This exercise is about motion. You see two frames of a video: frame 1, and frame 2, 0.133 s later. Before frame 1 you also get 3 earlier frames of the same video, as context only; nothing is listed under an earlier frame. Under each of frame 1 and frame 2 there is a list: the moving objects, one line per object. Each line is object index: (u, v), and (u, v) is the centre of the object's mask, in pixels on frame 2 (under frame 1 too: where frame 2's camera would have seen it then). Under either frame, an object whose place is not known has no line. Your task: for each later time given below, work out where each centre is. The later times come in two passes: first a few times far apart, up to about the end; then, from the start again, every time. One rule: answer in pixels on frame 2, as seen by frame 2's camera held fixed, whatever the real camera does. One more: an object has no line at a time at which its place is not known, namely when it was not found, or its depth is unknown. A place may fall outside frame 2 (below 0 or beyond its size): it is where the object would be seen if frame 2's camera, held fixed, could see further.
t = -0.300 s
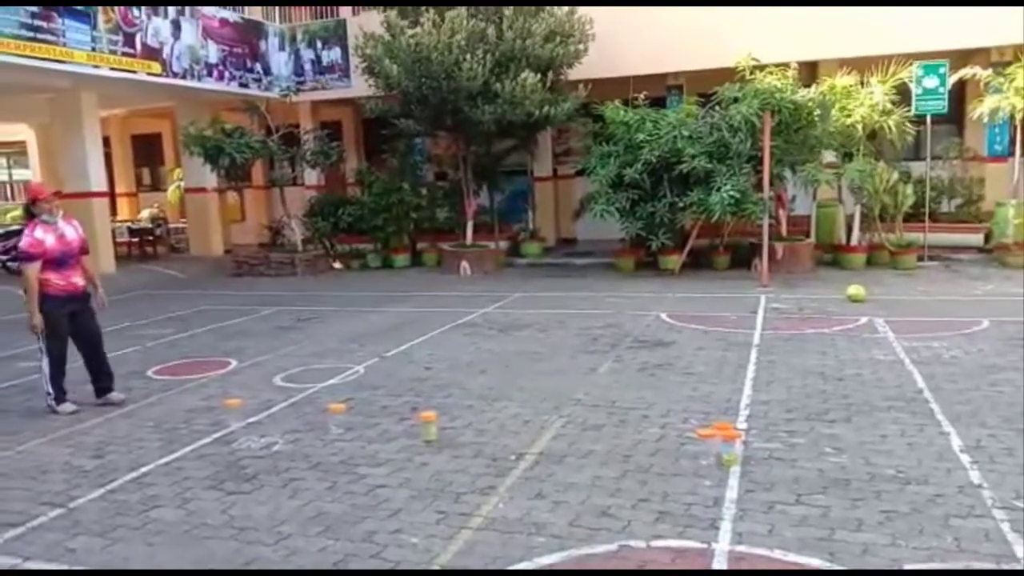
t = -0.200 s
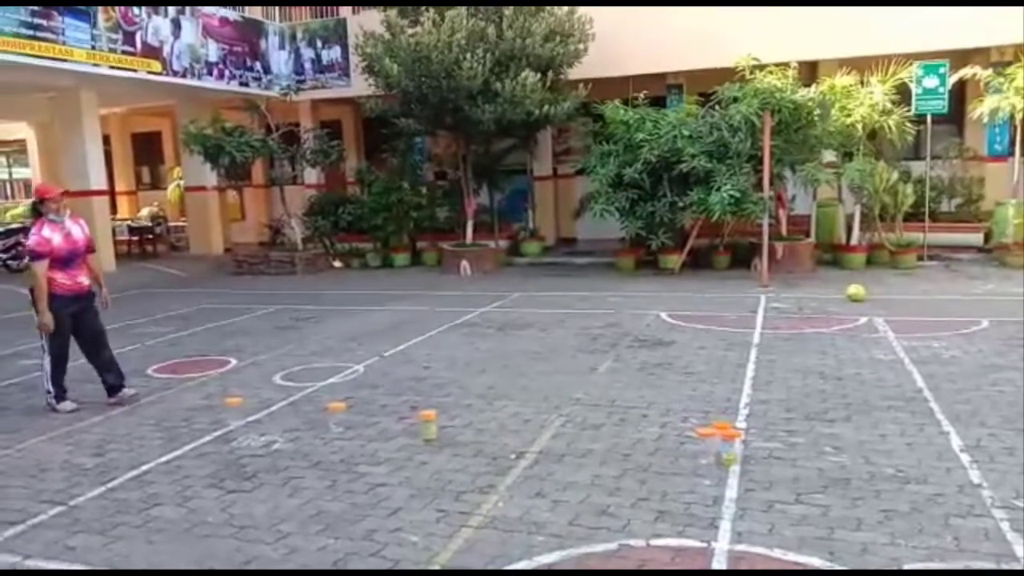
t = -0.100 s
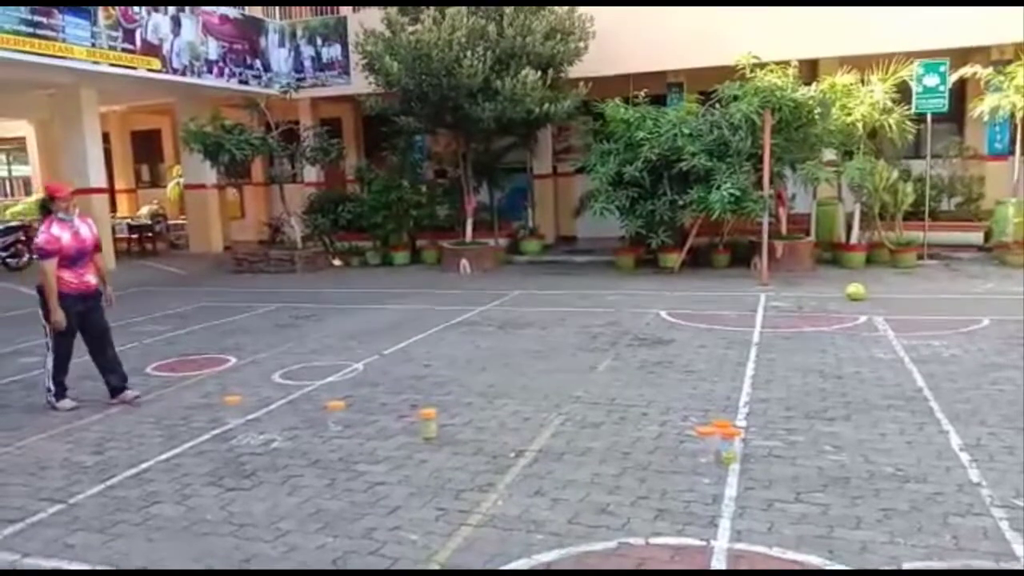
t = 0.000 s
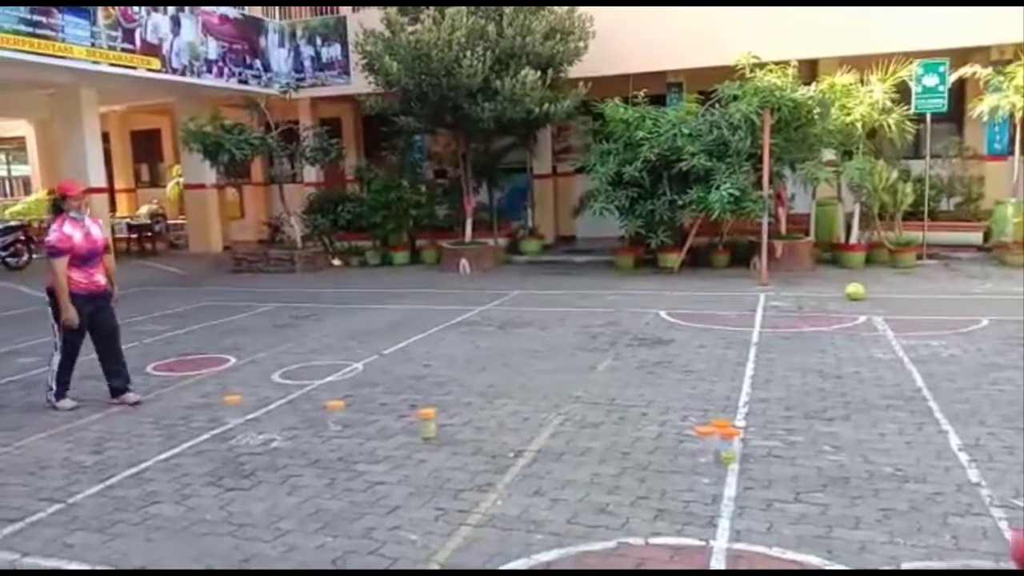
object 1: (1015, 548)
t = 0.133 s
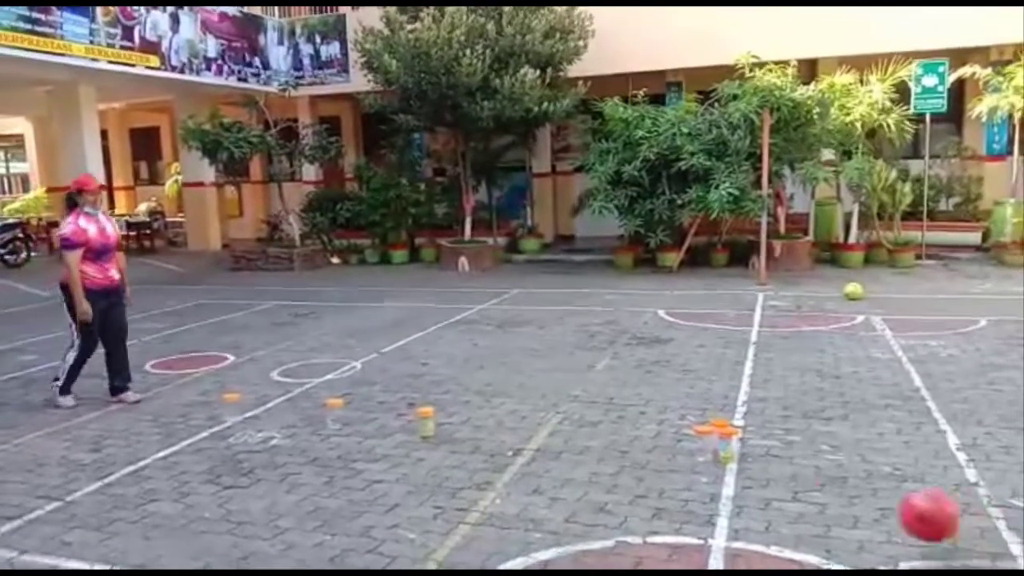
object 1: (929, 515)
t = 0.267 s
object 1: (837, 504)
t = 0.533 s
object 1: (696, 466)
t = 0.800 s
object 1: (604, 446)
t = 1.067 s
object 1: (536, 422)
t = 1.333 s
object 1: (483, 412)
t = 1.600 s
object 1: (439, 398)
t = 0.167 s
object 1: (903, 514)
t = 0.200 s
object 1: (878, 519)
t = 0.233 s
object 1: (856, 518)
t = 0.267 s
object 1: (837, 504)
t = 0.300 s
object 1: (817, 492)
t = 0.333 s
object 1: (799, 485)
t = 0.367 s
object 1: (779, 480)
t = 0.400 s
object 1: (760, 476)
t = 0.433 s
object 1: (741, 477)
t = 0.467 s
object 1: (723, 480)
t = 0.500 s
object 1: (708, 478)
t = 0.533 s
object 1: (696, 466)
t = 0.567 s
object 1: (683, 458)
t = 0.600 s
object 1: (671, 452)
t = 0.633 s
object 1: (660, 447)
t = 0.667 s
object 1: (648, 445)
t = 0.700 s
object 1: (635, 445)
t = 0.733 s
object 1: (624, 448)
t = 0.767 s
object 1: (614, 452)
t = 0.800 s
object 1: (604, 446)
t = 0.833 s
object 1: (594, 439)
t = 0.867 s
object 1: (586, 434)
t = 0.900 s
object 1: (578, 430)
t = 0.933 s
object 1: (569, 429)
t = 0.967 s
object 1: (561, 430)
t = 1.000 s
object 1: (553, 433)
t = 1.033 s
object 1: (544, 427)
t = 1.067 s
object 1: (536, 422)
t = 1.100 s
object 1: (528, 421)
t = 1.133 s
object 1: (521, 421)
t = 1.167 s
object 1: (515, 421)
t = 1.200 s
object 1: (508, 418)
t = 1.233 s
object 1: (502, 415)
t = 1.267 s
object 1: (496, 414)
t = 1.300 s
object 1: (490, 413)
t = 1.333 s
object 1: (483, 412)
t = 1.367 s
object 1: (477, 411)
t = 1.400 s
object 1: (471, 409)
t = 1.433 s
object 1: (465, 407)
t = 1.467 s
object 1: (459, 405)
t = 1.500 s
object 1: (453, 404)
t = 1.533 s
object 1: (448, 401)
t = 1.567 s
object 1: (444, 400)
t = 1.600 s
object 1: (439, 398)
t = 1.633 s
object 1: (435, 396)
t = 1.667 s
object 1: (429, 395)
